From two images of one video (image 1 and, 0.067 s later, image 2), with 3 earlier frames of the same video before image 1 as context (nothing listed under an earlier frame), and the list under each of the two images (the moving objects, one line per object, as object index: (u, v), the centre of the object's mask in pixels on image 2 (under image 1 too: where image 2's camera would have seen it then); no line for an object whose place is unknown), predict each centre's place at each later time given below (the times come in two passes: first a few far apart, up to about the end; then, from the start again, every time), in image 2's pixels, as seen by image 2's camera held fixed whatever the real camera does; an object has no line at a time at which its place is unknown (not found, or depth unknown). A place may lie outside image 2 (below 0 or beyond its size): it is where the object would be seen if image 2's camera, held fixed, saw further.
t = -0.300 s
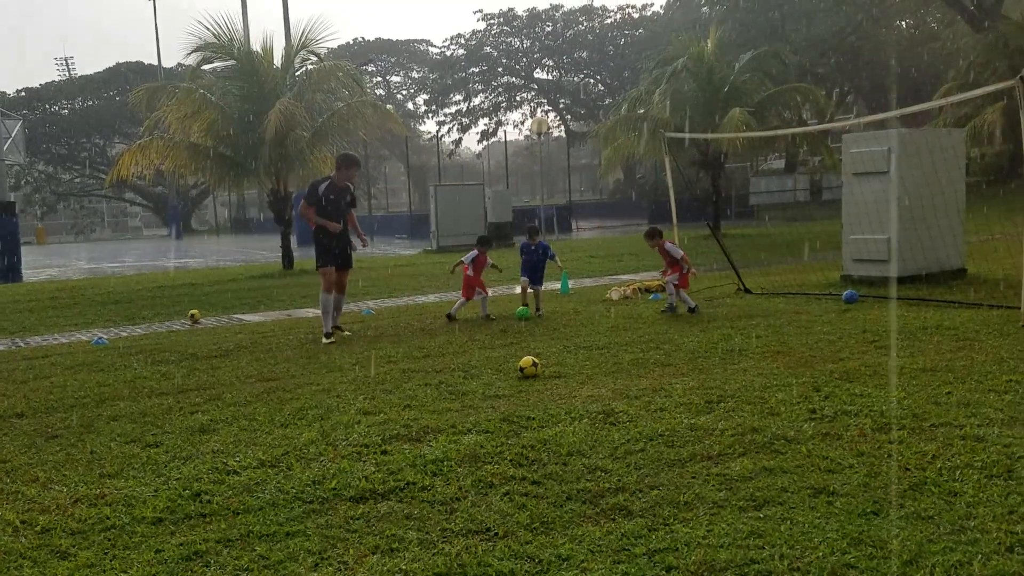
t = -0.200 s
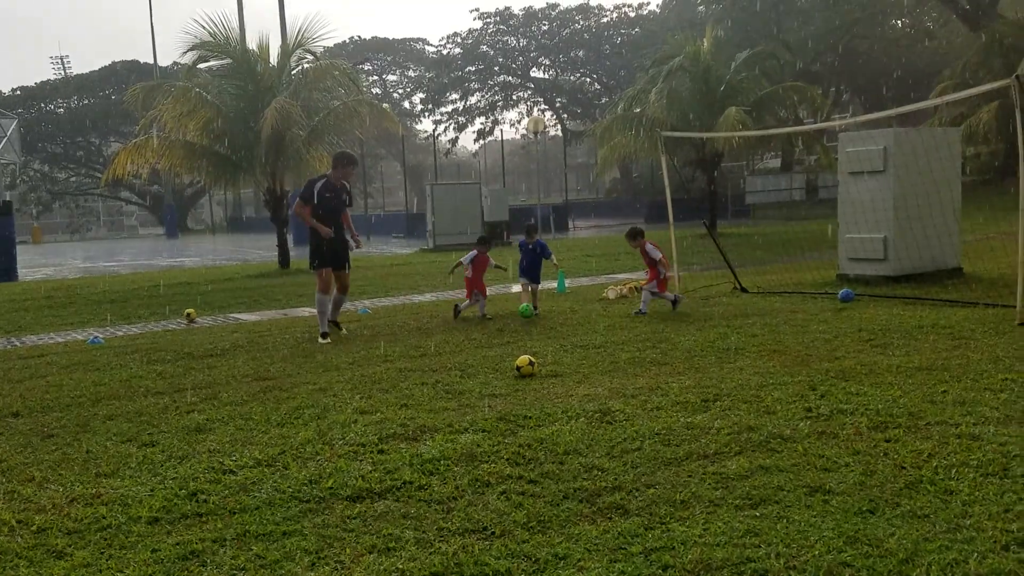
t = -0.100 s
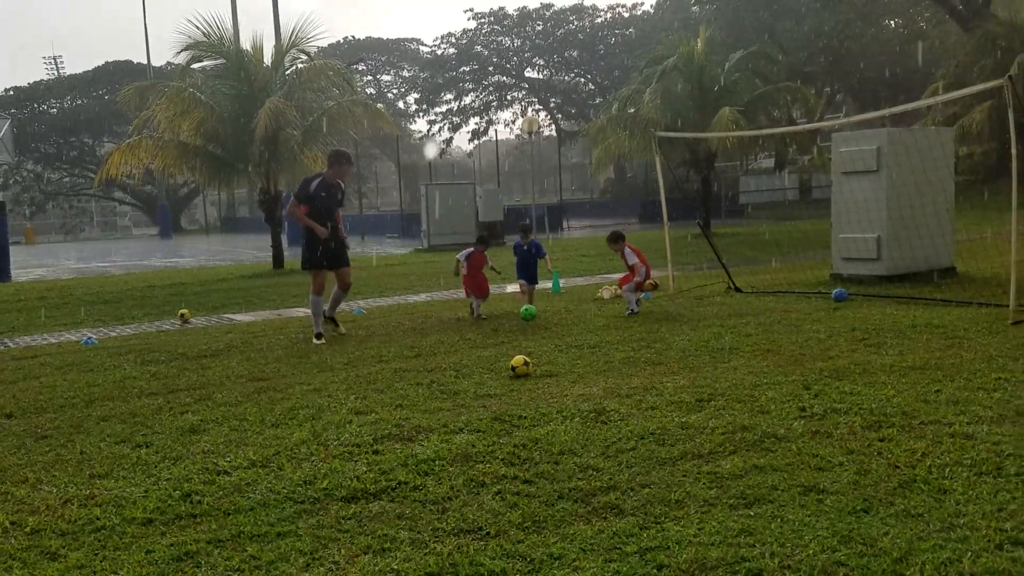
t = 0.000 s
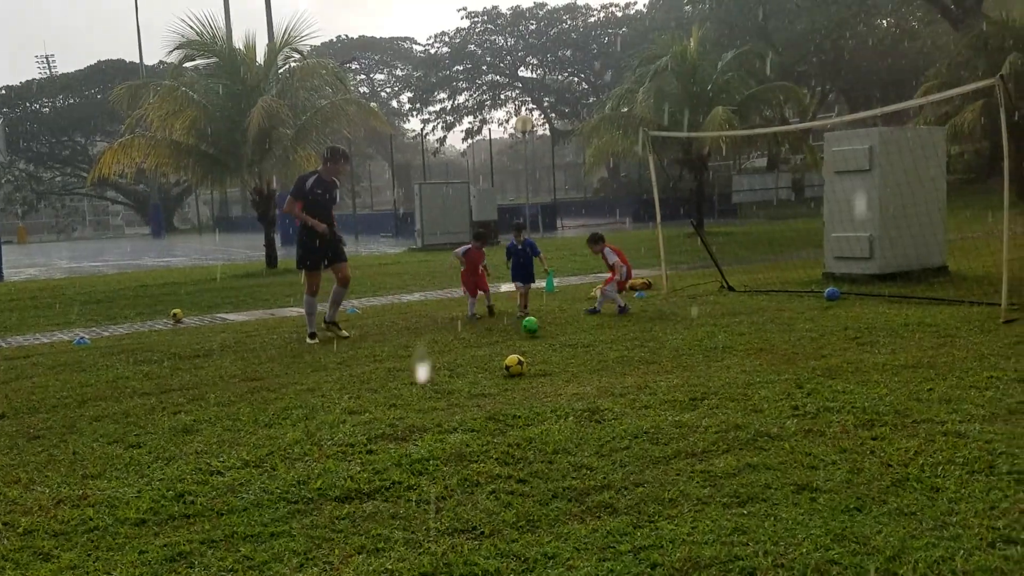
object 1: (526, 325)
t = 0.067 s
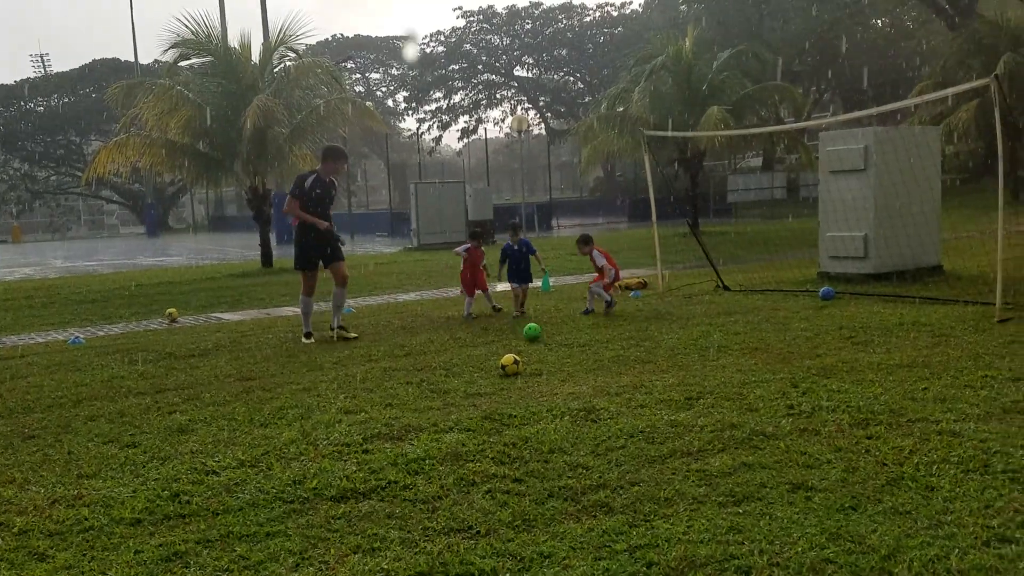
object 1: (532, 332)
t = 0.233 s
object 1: (544, 341)
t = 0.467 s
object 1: (565, 357)
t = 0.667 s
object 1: (583, 371)
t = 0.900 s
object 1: (607, 386)
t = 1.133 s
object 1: (632, 403)
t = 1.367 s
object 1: (661, 417)
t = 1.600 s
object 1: (690, 432)
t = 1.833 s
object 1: (720, 449)
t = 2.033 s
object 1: (746, 462)
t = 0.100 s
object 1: (534, 331)
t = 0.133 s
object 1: (537, 331)
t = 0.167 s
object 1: (540, 333)
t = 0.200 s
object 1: (542, 337)
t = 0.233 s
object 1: (544, 341)
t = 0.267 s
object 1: (548, 347)
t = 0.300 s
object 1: (551, 347)
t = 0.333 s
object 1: (554, 347)
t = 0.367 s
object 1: (556, 348)
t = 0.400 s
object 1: (559, 351)
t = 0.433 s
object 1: (562, 355)
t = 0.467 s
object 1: (565, 357)
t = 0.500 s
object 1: (568, 358)
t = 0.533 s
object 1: (570, 360)
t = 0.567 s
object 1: (574, 364)
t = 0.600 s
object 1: (577, 366)
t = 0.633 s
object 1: (580, 370)
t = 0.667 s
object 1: (583, 371)
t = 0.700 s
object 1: (587, 373)
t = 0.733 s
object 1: (590, 374)
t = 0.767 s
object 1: (594, 376)
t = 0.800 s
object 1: (597, 377)
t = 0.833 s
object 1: (600, 380)
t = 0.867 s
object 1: (604, 383)
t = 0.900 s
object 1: (607, 386)
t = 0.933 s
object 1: (610, 388)
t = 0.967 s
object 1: (614, 388)
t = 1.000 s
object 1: (617, 389)
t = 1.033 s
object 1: (621, 391)
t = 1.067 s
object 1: (624, 396)
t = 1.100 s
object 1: (628, 401)
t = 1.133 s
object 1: (632, 403)
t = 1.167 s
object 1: (637, 404)
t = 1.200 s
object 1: (641, 407)
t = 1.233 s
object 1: (645, 407)
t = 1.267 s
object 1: (648, 407)
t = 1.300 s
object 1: (652, 409)
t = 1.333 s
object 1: (656, 414)
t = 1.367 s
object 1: (661, 417)
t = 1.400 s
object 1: (664, 419)
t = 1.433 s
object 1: (669, 421)
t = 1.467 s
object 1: (672, 424)
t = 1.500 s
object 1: (677, 426)
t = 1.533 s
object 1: (681, 429)
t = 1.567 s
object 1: (685, 431)
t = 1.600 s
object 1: (690, 432)
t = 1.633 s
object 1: (694, 434)
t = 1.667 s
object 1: (698, 438)
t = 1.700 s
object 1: (702, 442)
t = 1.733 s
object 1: (707, 444)
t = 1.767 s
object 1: (711, 445)
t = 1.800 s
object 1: (715, 447)
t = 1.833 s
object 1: (720, 449)
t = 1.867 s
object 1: (725, 450)
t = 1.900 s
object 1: (729, 453)
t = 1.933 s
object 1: (733, 458)
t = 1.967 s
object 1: (738, 461)
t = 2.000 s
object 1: (742, 460)
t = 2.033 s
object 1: (746, 462)
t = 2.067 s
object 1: (751, 467)
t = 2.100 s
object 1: (755, 469)
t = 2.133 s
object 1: (759, 471)
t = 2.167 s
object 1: (763, 474)
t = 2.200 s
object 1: (768, 476)
